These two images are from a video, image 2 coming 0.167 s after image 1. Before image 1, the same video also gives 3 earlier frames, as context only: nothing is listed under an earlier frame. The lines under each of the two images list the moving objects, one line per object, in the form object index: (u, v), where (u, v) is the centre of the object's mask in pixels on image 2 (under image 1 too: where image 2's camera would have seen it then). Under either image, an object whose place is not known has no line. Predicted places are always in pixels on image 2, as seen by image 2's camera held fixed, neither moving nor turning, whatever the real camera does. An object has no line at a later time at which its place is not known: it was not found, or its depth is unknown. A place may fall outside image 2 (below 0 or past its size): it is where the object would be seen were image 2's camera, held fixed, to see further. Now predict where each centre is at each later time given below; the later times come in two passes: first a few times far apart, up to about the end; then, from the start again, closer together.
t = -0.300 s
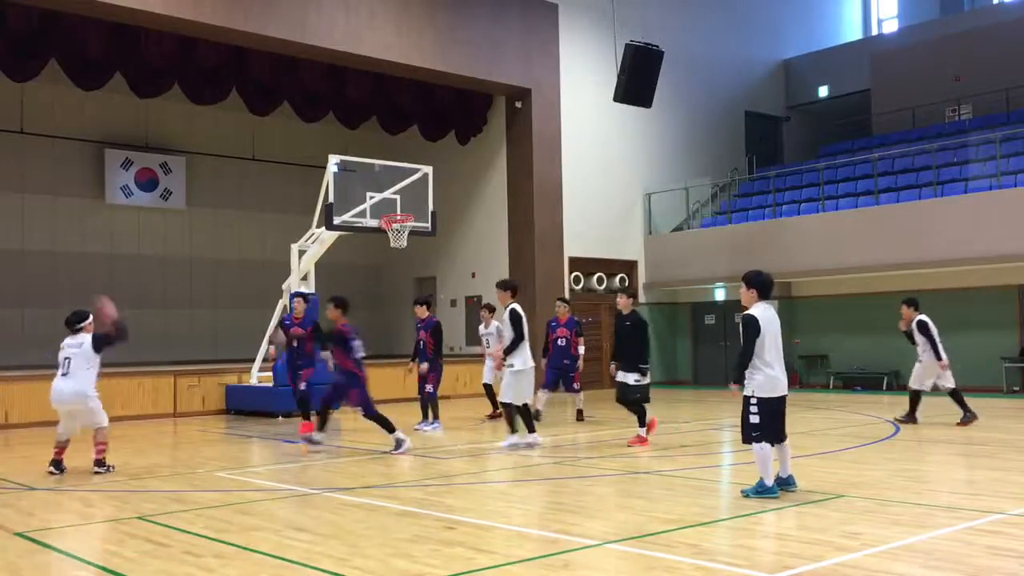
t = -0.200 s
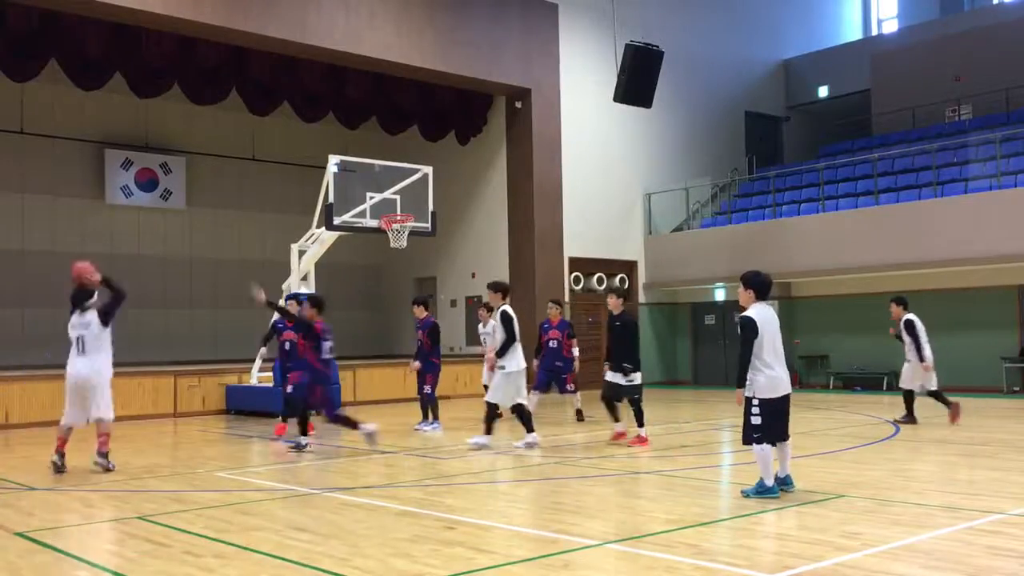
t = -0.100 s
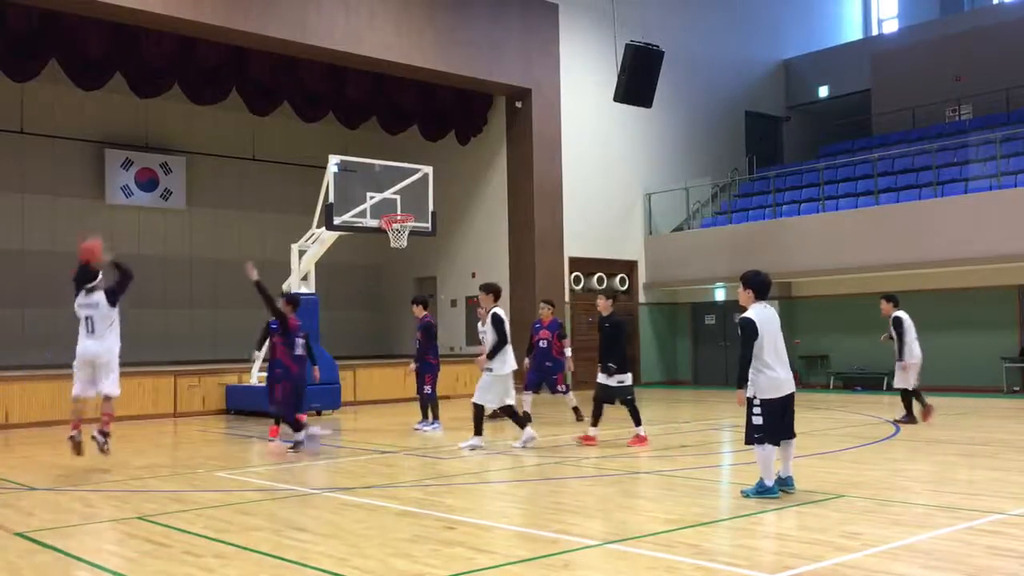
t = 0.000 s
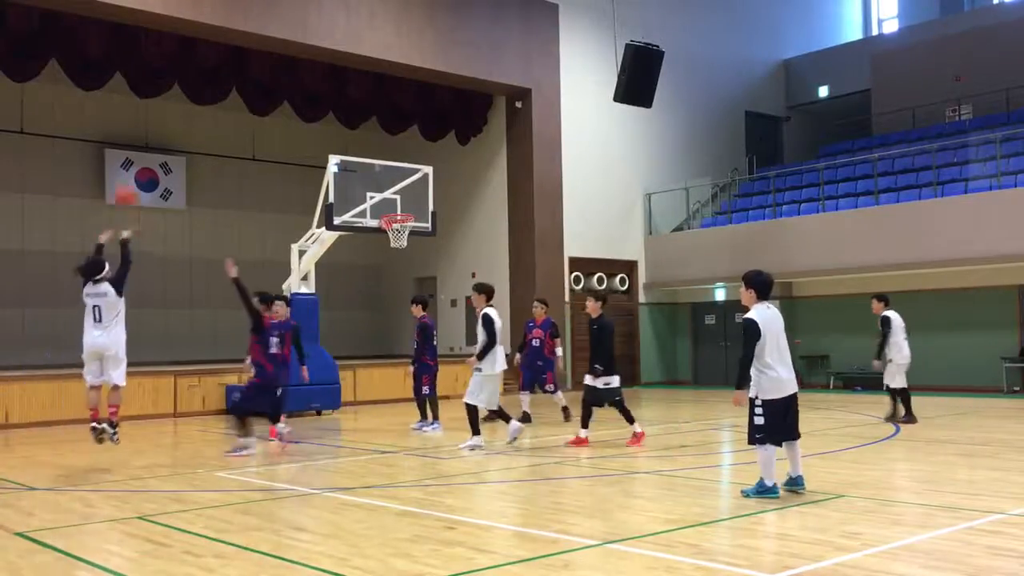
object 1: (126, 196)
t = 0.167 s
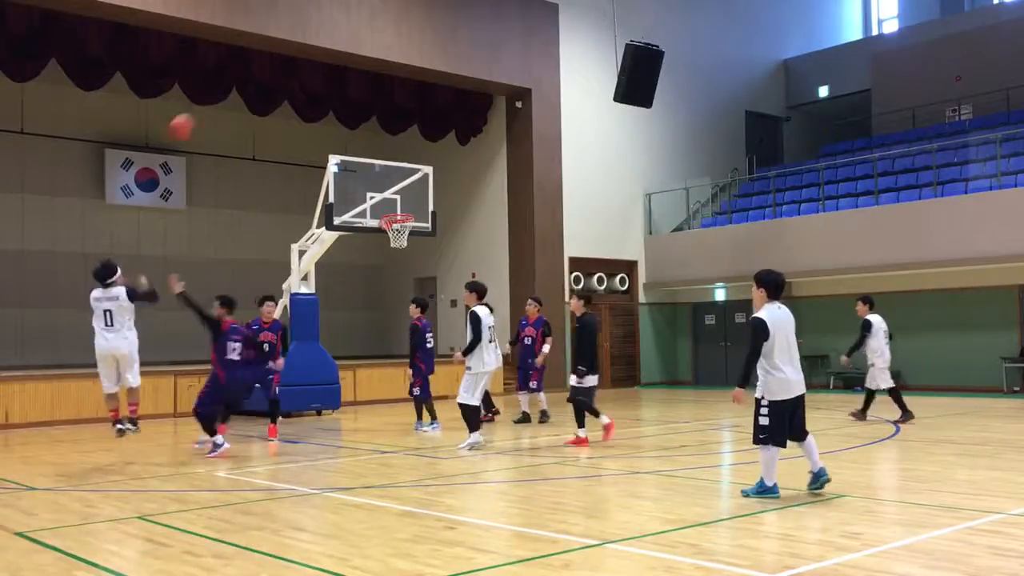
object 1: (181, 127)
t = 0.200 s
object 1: (192, 116)
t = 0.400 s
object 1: (249, 82)
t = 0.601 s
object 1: (298, 82)
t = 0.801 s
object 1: (341, 110)
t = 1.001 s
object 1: (378, 158)
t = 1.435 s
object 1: (392, 144)
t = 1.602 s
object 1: (385, 126)
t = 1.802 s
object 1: (377, 127)
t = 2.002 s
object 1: (368, 154)
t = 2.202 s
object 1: (359, 212)
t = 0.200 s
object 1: (192, 116)
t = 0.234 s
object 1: (202, 108)
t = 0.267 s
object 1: (213, 100)
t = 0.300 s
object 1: (222, 93)
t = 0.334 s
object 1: (231, 89)
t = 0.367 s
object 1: (241, 85)
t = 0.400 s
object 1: (249, 82)
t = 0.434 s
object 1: (258, 79)
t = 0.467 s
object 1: (266, 78)
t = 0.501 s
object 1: (275, 78)
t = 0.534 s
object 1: (283, 78)
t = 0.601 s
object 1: (298, 82)
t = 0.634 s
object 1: (306, 84)
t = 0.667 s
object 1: (313, 88)
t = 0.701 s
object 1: (320, 92)
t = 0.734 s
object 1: (327, 98)
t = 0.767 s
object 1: (334, 103)
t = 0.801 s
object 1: (341, 110)
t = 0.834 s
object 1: (347, 116)
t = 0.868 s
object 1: (353, 123)
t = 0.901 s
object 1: (360, 131)
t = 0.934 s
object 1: (366, 139)
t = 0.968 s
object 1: (373, 147)
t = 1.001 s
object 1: (378, 158)
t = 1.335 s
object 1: (397, 161)
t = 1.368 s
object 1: (395, 155)
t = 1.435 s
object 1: (392, 144)
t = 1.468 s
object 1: (391, 139)
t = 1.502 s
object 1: (390, 135)
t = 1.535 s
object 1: (388, 131)
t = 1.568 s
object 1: (387, 128)
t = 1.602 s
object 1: (385, 126)
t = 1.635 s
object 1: (384, 124)
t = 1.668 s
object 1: (382, 123)
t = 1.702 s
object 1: (381, 123)
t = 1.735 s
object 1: (379, 124)
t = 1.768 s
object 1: (378, 125)
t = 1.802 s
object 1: (377, 127)
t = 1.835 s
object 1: (375, 130)
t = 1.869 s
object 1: (374, 133)
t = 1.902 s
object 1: (373, 137)
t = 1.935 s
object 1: (371, 142)
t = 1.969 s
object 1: (369, 146)
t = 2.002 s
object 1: (368, 154)
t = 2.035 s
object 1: (366, 163)
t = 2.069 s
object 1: (364, 170)
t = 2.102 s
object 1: (364, 179)
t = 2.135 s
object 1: (363, 187)
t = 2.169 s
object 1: (361, 197)
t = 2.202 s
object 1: (359, 212)
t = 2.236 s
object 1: (358, 224)
